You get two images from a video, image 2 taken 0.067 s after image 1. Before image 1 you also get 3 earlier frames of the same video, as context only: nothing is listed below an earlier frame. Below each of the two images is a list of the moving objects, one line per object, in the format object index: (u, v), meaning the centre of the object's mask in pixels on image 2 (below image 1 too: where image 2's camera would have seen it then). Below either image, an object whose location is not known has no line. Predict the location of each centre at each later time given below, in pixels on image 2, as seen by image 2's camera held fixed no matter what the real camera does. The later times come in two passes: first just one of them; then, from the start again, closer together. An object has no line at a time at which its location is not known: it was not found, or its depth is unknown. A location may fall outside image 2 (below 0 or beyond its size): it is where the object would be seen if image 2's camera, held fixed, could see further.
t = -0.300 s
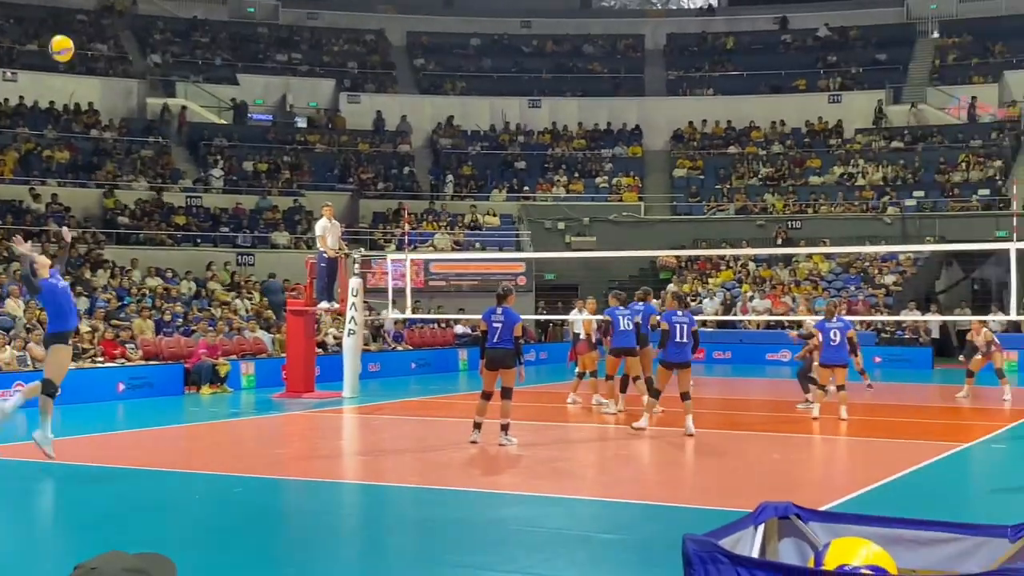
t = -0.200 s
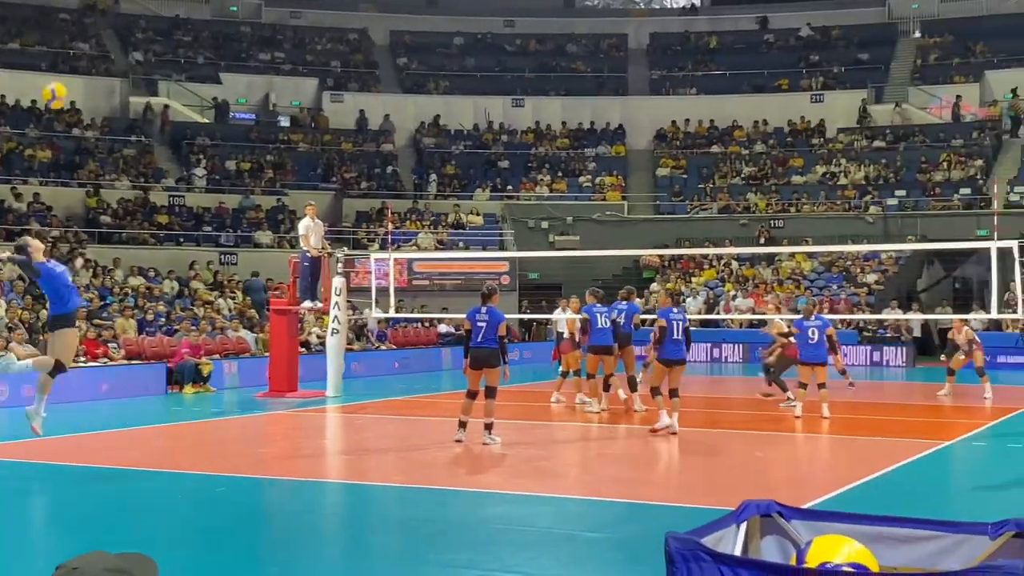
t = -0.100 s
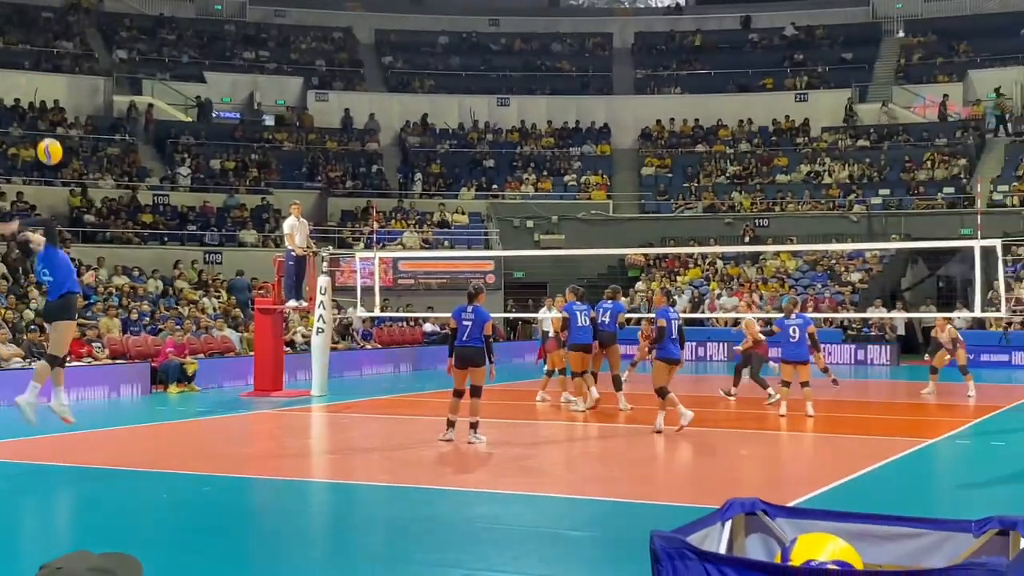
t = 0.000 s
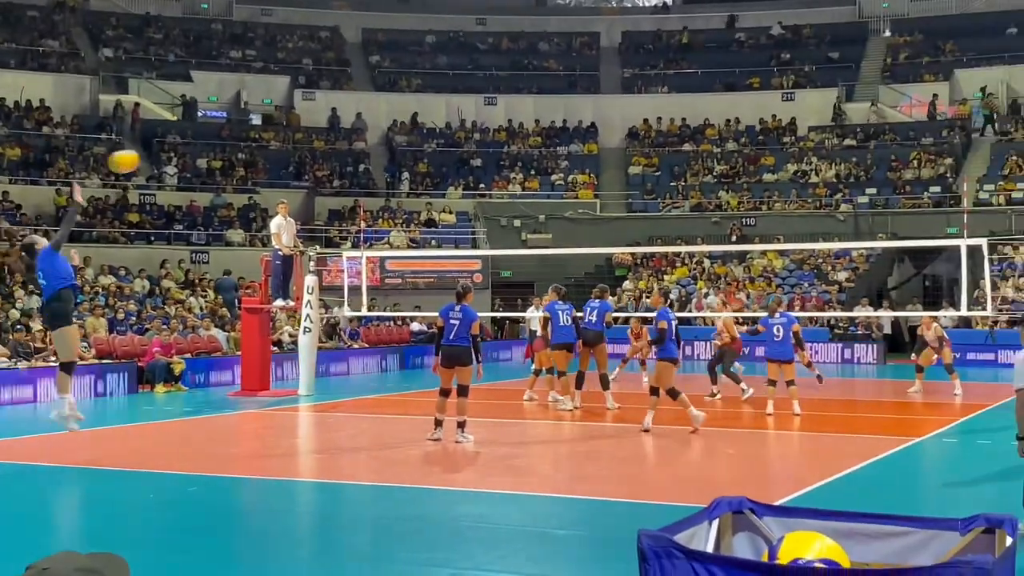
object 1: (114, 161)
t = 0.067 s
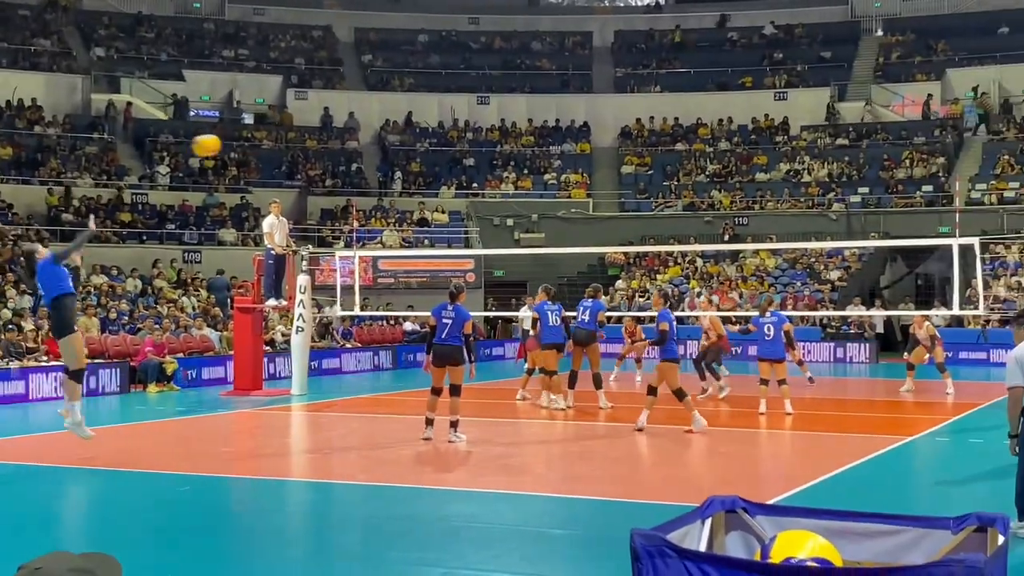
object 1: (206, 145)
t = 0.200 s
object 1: (355, 134)
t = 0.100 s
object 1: (247, 141)
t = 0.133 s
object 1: (285, 136)
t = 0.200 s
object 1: (355, 134)
